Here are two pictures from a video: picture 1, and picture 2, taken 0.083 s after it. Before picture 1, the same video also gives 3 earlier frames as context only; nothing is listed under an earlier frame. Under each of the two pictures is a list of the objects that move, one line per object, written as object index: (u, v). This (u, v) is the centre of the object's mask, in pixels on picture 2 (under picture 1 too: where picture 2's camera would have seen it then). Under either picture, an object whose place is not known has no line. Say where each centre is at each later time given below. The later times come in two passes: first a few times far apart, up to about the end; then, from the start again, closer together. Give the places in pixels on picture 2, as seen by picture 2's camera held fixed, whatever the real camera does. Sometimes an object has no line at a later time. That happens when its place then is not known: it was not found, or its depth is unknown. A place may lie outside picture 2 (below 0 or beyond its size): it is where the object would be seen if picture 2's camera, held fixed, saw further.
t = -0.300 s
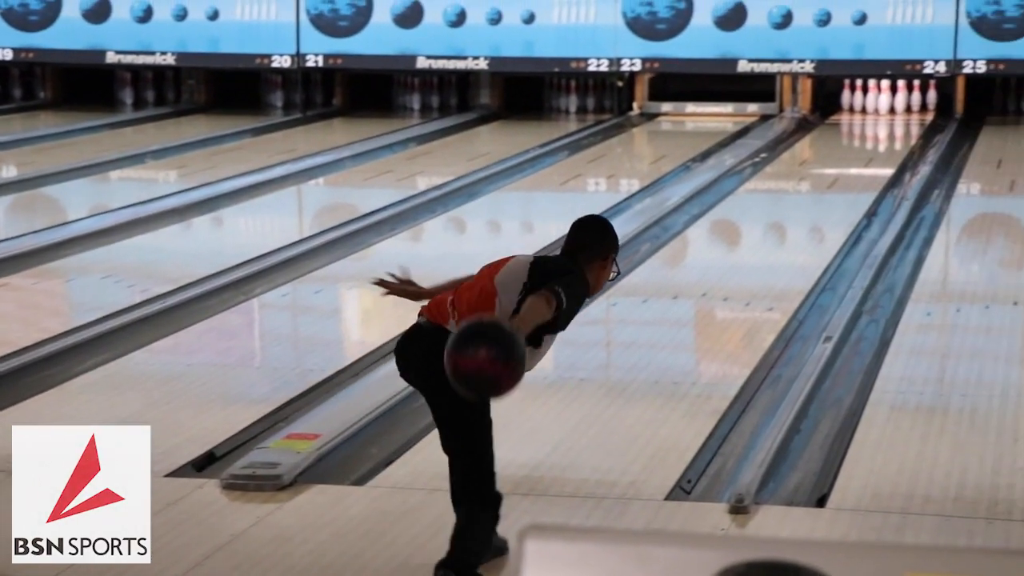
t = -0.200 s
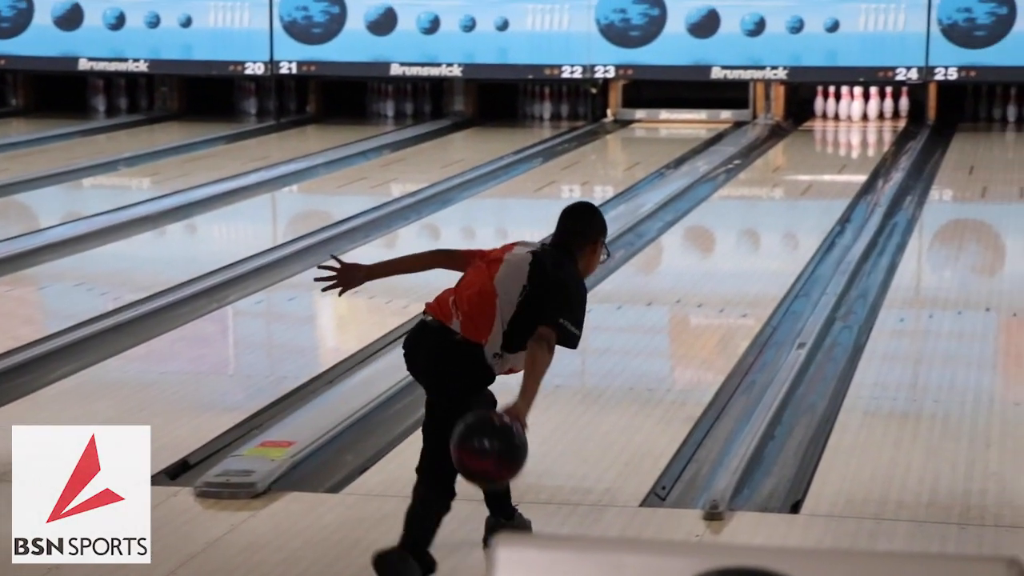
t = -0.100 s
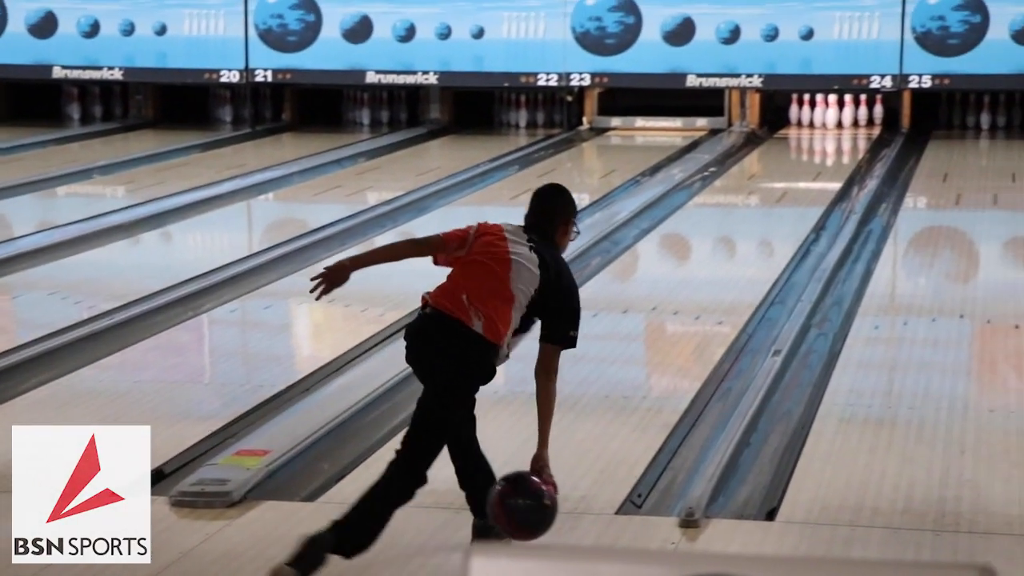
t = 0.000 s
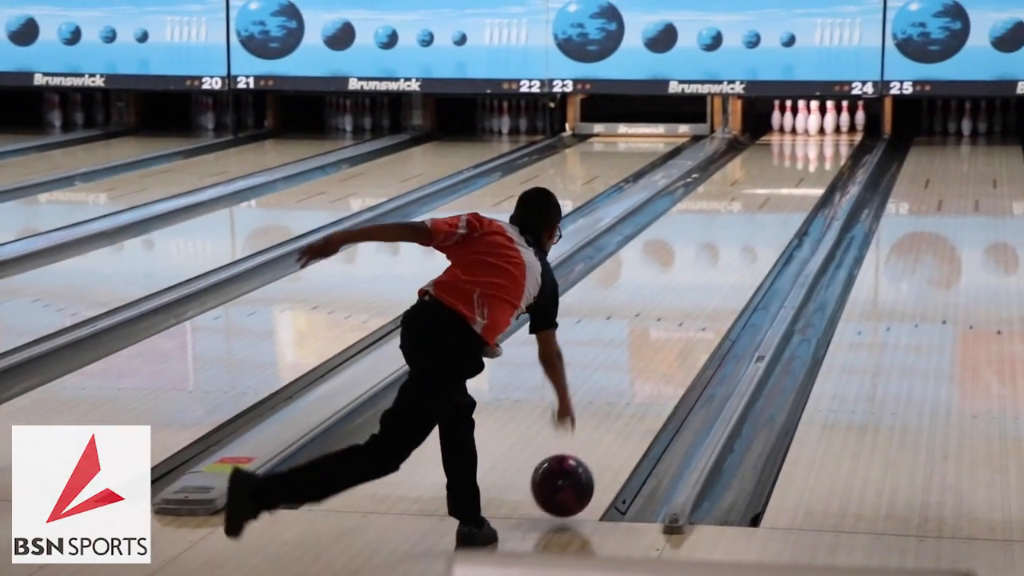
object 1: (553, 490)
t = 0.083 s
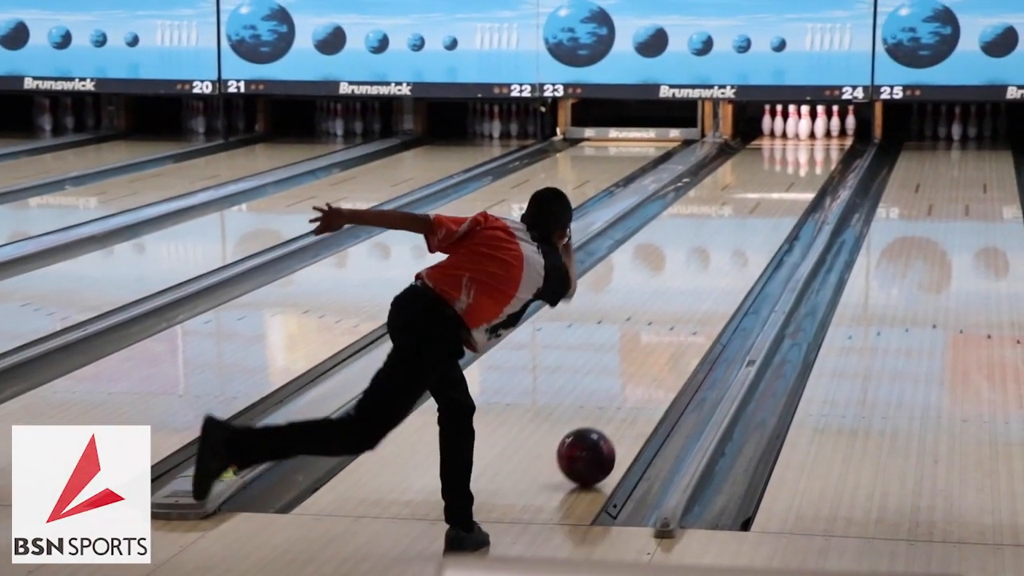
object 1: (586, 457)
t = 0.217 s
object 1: (628, 404)
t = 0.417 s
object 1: (677, 343)
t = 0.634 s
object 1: (714, 296)
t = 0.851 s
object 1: (742, 259)
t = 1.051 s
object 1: (762, 232)
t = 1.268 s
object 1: (779, 208)
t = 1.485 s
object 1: (792, 189)
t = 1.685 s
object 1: (801, 173)
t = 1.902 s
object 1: (809, 160)
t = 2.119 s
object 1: (813, 148)
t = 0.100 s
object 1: (592, 449)
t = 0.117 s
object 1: (598, 442)
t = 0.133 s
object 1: (603, 435)
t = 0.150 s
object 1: (609, 428)
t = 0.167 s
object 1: (614, 421)
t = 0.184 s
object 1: (619, 415)
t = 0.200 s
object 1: (623, 409)
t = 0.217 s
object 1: (628, 404)
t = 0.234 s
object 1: (633, 398)
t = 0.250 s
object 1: (638, 391)
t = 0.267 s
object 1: (642, 386)
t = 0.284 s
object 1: (646, 381)
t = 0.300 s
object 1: (650, 376)
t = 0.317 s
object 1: (655, 370)
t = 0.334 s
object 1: (659, 365)
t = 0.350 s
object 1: (662, 360)
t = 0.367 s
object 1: (666, 356)
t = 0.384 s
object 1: (670, 351)
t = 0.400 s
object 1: (673, 347)
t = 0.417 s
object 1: (677, 343)
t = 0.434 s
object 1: (680, 339)
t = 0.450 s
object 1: (683, 335)
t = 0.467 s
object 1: (686, 331)
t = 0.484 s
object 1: (689, 327)
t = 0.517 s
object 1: (698, 317)
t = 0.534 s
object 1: (698, 316)
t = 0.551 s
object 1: (701, 312)
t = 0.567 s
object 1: (704, 309)
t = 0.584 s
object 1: (707, 305)
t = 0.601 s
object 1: (709, 302)
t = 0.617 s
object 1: (711, 299)
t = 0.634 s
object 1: (714, 296)
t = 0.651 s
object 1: (717, 292)
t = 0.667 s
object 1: (719, 289)
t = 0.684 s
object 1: (721, 286)
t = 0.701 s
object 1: (724, 284)
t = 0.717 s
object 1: (726, 281)
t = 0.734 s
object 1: (728, 278)
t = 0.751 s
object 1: (730, 275)
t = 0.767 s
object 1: (733, 272)
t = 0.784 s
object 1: (734, 269)
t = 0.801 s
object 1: (736, 267)
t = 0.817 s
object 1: (738, 264)
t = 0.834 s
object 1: (740, 262)
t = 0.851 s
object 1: (742, 259)
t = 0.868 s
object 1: (744, 257)
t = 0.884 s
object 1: (746, 254)
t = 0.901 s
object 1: (748, 252)
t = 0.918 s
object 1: (749, 250)
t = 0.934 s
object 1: (751, 247)
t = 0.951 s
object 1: (753, 245)
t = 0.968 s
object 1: (754, 243)
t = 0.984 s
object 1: (756, 241)
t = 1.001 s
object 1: (757, 238)
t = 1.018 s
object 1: (759, 236)
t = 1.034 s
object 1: (761, 234)
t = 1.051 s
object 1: (762, 232)
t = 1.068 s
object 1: (764, 231)
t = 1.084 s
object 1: (765, 228)
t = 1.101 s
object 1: (766, 226)
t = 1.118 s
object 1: (767, 225)
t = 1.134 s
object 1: (769, 223)
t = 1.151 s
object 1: (770, 221)
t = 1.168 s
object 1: (772, 219)
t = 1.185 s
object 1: (773, 217)
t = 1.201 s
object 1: (774, 215)
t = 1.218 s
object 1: (775, 213)
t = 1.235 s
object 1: (776, 211)
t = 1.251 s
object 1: (777, 210)
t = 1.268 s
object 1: (779, 208)
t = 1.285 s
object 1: (780, 207)
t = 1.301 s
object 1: (781, 205)
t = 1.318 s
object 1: (782, 203)
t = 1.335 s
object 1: (783, 201)
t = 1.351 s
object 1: (784, 200)
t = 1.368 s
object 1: (786, 198)
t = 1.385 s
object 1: (787, 197)
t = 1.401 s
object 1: (788, 195)
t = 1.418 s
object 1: (788, 194)
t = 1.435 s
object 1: (789, 192)
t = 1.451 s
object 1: (790, 191)
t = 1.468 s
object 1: (791, 190)
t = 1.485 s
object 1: (792, 189)
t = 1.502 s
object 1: (793, 187)
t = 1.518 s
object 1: (794, 186)
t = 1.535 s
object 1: (795, 184)
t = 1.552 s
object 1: (795, 183)
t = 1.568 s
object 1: (796, 181)
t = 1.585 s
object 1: (797, 180)
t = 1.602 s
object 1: (798, 179)
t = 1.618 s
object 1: (798, 178)
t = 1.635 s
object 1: (799, 177)
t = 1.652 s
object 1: (800, 175)
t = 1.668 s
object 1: (801, 174)
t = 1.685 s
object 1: (801, 173)
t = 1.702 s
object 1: (802, 172)
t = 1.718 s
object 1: (803, 171)
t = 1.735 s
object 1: (803, 170)
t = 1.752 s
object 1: (804, 169)
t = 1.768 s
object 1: (805, 168)
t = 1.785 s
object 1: (805, 167)
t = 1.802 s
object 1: (806, 165)
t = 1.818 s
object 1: (806, 164)
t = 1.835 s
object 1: (807, 164)
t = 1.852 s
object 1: (807, 163)
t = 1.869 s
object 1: (808, 161)
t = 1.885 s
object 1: (808, 161)
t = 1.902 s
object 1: (809, 160)
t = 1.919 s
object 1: (809, 159)
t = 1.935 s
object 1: (809, 158)
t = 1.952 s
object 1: (810, 157)
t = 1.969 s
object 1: (810, 156)
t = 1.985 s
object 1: (811, 155)
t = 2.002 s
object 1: (811, 154)
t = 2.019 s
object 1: (812, 154)
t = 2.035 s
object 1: (812, 153)
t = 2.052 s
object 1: (812, 152)
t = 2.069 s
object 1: (813, 151)
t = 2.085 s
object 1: (813, 150)
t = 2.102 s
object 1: (813, 149)
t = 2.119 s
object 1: (813, 148)
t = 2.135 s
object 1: (813, 148)
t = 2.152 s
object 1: (814, 147)
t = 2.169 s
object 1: (814, 147)
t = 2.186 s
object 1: (814, 146)
